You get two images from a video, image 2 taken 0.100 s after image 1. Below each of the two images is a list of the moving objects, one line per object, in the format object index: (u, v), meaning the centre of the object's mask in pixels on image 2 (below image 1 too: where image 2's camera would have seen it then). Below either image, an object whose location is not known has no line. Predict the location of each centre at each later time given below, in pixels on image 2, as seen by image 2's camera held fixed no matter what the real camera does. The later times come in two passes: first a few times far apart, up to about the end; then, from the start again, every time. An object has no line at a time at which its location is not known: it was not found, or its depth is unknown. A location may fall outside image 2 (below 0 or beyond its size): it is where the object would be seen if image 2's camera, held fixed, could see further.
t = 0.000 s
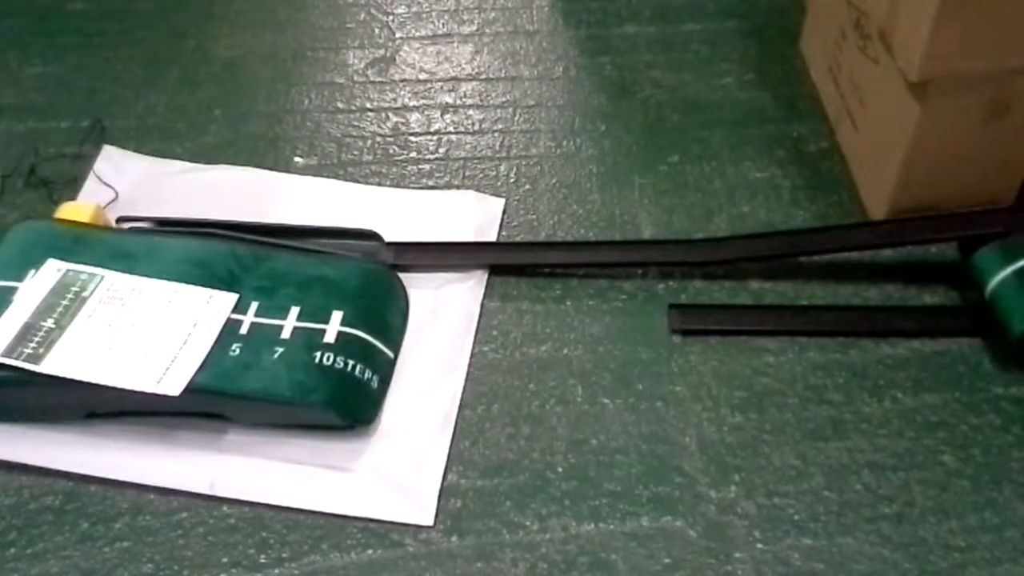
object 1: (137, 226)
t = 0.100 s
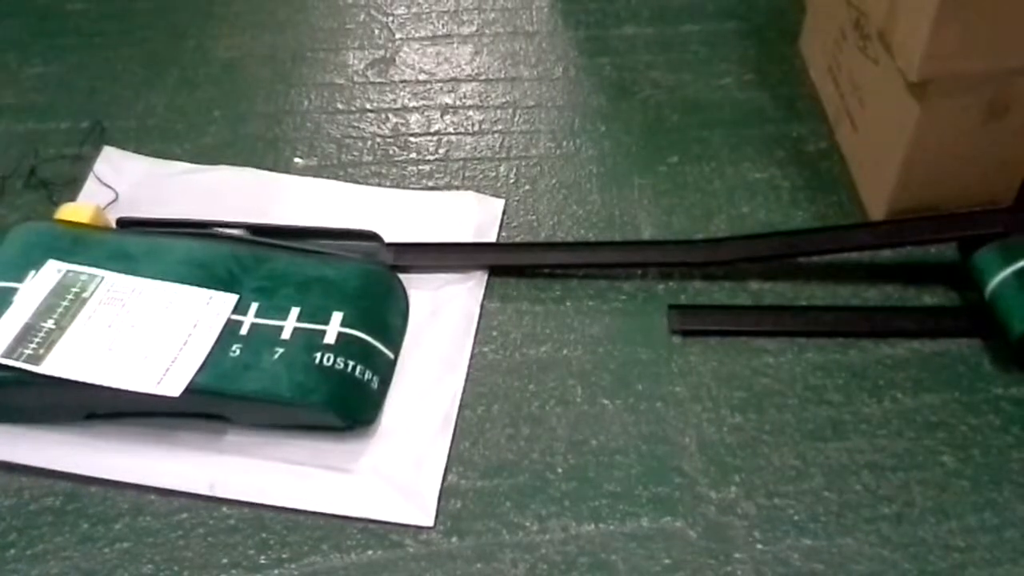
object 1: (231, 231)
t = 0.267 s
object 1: (362, 242)
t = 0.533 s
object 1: (546, 247)
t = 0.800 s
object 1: (708, 242)
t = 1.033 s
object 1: (812, 235)
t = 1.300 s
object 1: (866, 227)
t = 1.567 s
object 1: (849, 227)
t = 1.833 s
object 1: (768, 236)
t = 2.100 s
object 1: (639, 243)
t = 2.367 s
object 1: (496, 245)
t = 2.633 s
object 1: (339, 240)
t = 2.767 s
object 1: (263, 233)
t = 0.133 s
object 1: (259, 234)
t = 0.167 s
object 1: (285, 236)
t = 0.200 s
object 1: (310, 238)
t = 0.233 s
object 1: (336, 241)
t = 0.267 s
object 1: (362, 242)
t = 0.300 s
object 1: (385, 246)
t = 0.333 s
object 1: (411, 250)
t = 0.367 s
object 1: (433, 250)
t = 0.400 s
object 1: (455, 251)
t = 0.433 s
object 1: (478, 250)
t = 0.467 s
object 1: (503, 249)
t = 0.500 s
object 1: (524, 248)
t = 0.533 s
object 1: (546, 247)
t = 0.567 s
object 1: (567, 246)
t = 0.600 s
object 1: (589, 245)
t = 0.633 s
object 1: (609, 243)
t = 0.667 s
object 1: (630, 243)
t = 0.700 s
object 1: (650, 243)
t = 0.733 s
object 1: (670, 243)
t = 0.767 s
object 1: (689, 242)
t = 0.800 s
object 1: (708, 242)
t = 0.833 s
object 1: (726, 241)
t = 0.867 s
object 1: (743, 240)
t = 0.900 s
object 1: (759, 239)
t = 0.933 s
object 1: (774, 238)
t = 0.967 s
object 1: (788, 237)
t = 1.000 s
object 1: (801, 236)
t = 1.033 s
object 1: (812, 235)
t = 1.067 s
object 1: (823, 234)
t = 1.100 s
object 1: (833, 233)
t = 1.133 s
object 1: (842, 232)
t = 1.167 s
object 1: (849, 231)
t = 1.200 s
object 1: (854, 230)
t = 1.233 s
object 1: (860, 229)
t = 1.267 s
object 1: (863, 228)
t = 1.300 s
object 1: (866, 227)
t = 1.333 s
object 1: (867, 226)
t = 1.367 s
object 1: (868, 225)
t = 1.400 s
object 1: (867, 225)
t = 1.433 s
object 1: (866, 225)
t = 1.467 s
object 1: (863, 226)
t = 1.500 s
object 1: (859, 226)
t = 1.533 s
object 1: (855, 226)
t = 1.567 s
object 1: (849, 227)
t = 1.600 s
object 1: (842, 228)
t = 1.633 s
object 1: (834, 229)
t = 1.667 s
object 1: (826, 230)
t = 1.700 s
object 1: (816, 231)
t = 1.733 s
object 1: (806, 232)
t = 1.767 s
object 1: (794, 233)
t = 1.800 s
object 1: (782, 234)
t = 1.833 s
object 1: (768, 236)
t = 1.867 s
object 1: (755, 237)
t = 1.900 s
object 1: (740, 239)
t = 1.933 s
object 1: (724, 240)
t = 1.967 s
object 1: (708, 242)
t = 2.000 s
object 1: (691, 243)
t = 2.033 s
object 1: (674, 243)
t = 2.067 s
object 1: (657, 243)
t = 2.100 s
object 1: (639, 243)
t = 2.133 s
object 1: (622, 244)
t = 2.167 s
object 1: (604, 245)
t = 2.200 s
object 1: (586, 245)
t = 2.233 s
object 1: (568, 245)
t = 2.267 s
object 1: (550, 245)
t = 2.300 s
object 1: (531, 245)
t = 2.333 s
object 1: (514, 245)
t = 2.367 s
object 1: (496, 245)
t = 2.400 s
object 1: (476, 248)
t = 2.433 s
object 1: (456, 249)
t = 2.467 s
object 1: (437, 249)
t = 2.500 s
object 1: (419, 248)
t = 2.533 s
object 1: (398, 248)
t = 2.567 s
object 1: (378, 245)
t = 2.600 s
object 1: (362, 242)
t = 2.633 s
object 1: (339, 240)
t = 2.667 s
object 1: (320, 239)
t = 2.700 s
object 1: (301, 237)
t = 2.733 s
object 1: (282, 235)
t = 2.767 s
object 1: (263, 233)
